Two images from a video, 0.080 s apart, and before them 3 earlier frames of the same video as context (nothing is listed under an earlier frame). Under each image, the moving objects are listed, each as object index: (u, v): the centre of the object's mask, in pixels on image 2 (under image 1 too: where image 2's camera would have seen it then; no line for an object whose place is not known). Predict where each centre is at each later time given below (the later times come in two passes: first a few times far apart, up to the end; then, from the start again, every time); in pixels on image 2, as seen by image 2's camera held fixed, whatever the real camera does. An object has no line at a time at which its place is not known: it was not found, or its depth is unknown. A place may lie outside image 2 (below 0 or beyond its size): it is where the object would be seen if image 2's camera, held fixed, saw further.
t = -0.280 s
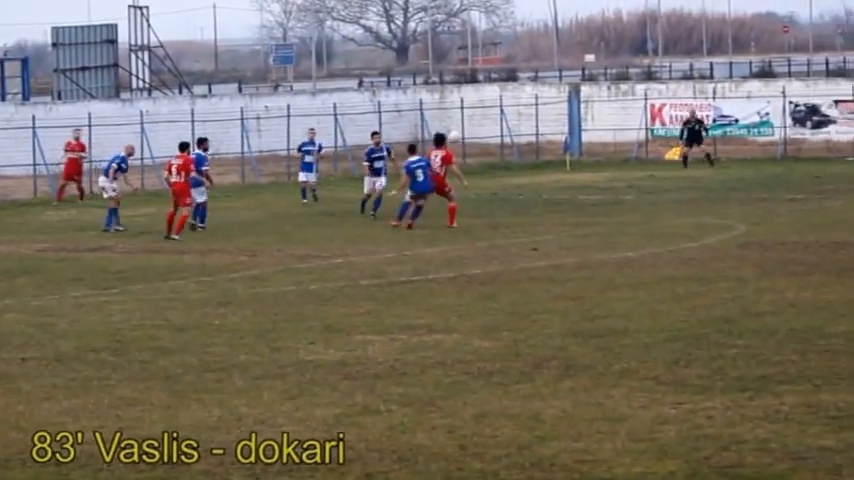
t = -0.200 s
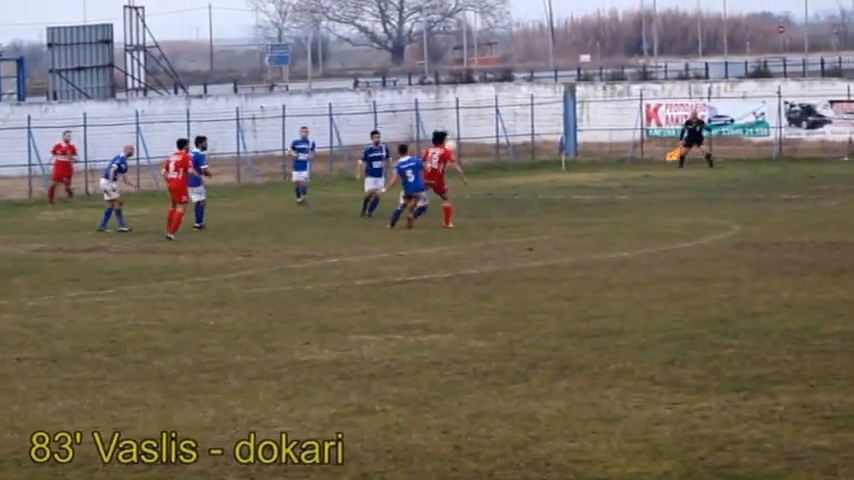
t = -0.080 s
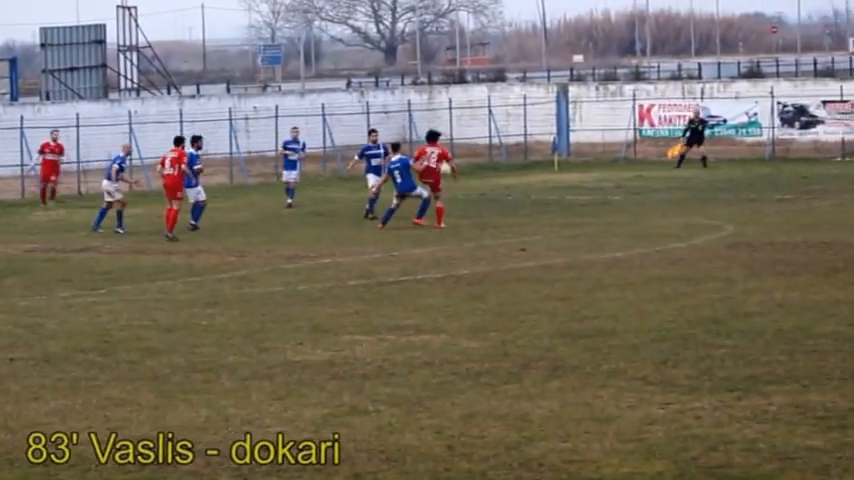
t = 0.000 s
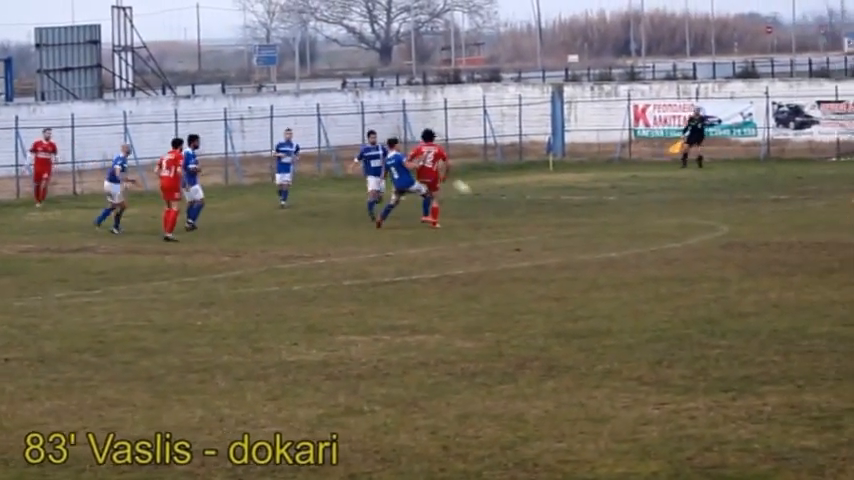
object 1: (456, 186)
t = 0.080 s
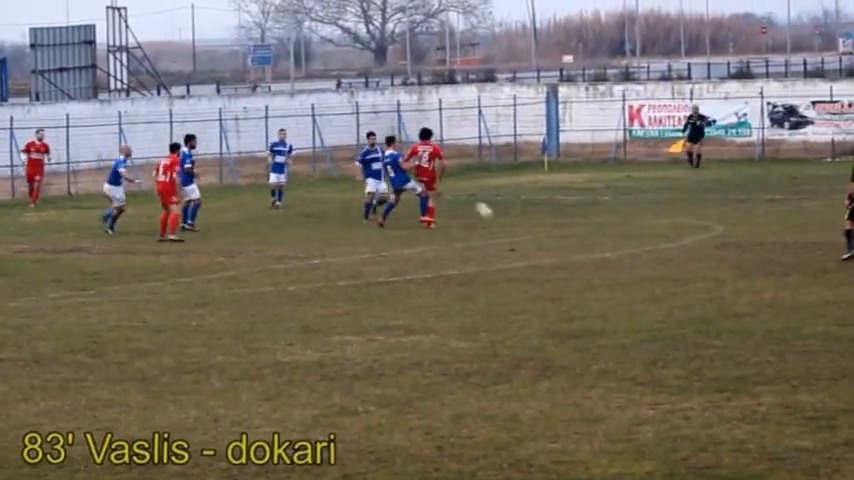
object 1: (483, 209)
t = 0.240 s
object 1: (527, 200)
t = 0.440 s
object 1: (577, 183)
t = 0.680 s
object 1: (638, 193)
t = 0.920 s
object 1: (700, 217)
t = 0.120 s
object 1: (497, 219)
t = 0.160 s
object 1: (507, 213)
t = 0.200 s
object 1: (517, 206)
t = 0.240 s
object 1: (527, 200)
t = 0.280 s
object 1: (537, 195)
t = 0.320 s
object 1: (547, 191)
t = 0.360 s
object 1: (556, 188)
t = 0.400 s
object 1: (566, 185)
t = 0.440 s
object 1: (577, 183)
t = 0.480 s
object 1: (587, 183)
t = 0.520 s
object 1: (597, 183)
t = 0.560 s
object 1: (607, 184)
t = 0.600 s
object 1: (617, 186)
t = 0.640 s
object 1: (628, 189)
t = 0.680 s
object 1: (638, 193)
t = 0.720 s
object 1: (648, 198)
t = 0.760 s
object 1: (658, 204)
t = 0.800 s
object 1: (668, 211)
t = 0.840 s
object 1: (679, 219)
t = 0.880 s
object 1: (689, 222)
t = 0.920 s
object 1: (700, 217)
